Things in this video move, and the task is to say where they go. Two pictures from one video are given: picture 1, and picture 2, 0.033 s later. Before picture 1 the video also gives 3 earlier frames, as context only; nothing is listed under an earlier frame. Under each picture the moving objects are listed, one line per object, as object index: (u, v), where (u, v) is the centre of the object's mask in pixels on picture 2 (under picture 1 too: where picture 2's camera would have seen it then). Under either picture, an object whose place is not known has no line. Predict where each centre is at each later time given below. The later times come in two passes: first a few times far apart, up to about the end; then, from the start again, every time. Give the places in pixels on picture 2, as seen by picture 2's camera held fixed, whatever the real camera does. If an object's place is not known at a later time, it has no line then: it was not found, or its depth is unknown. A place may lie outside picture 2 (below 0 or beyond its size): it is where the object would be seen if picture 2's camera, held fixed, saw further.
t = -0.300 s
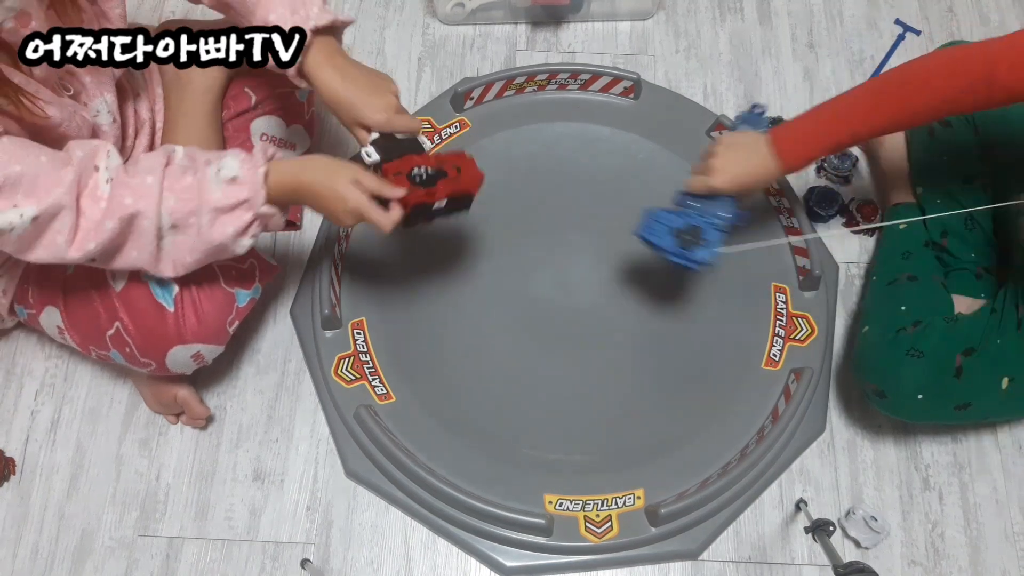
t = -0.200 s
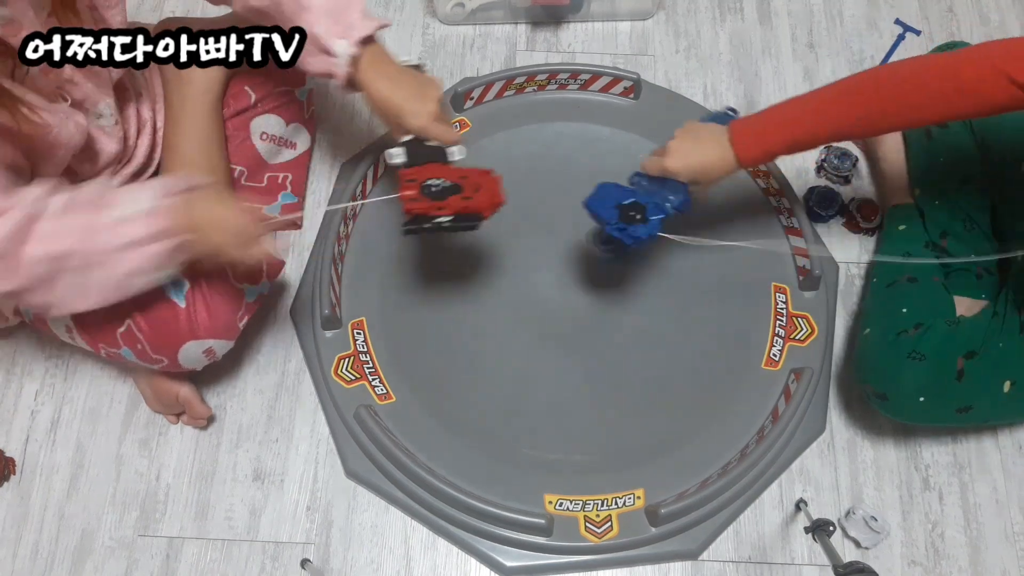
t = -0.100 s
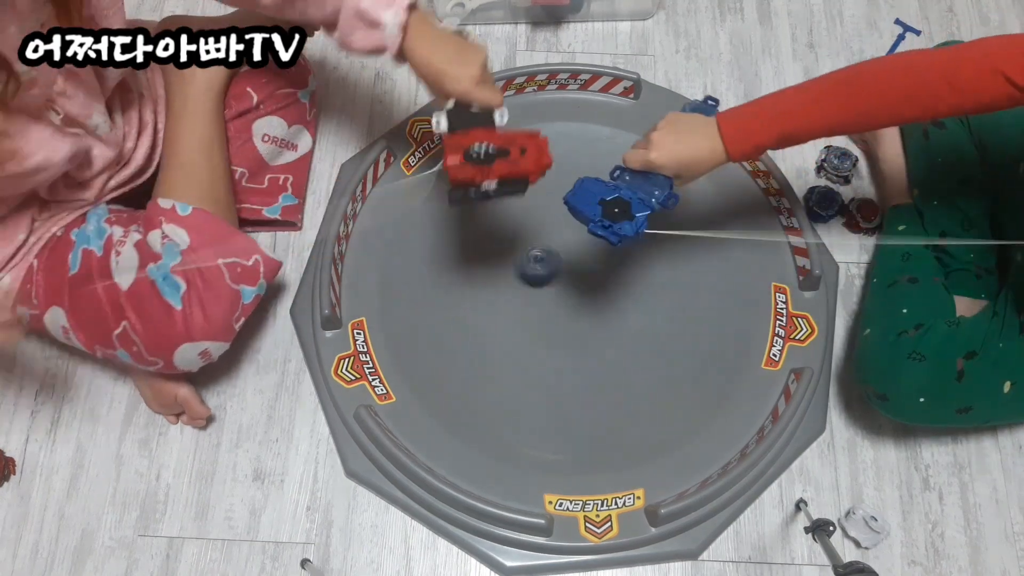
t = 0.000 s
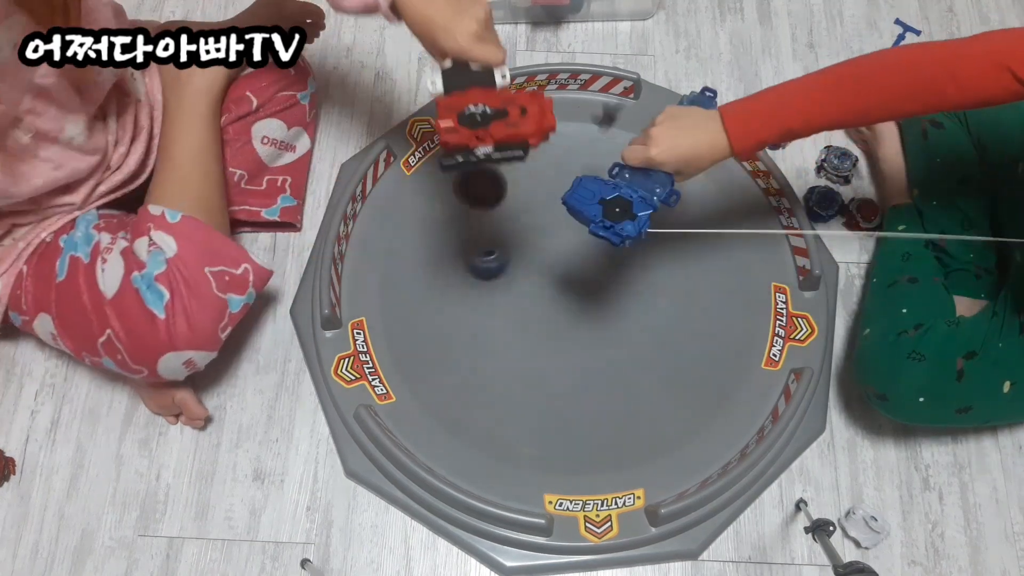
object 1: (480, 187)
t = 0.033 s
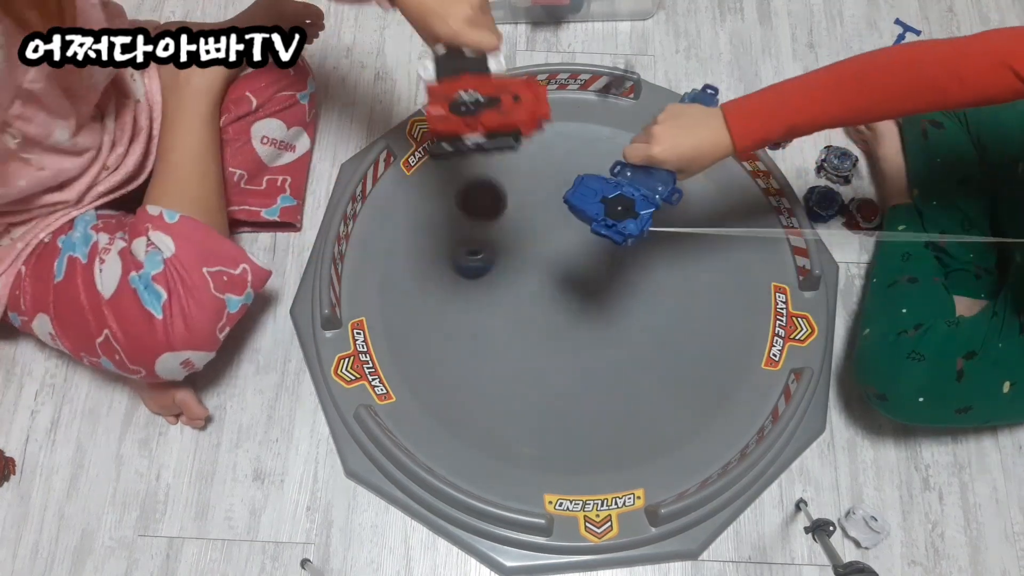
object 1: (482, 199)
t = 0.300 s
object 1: (520, 230)
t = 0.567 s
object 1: (594, 236)
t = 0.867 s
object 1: (630, 321)
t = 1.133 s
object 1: (627, 366)
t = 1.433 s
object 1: (590, 345)
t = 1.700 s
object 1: (586, 268)
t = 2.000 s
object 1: (652, 267)
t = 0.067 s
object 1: (482, 227)
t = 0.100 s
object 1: (484, 244)
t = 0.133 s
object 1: (487, 249)
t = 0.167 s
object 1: (493, 240)
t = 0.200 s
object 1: (500, 233)
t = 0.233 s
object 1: (506, 229)
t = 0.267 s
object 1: (513, 228)
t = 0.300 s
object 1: (520, 230)
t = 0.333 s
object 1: (530, 228)
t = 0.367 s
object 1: (540, 227)
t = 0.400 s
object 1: (550, 227)
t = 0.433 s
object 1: (559, 227)
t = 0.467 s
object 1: (567, 228)
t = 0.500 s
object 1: (575, 229)
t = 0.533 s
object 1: (585, 232)
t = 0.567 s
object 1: (594, 236)
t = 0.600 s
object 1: (602, 242)
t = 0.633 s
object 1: (609, 249)
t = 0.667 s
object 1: (616, 258)
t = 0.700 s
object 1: (621, 269)
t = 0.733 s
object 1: (624, 279)
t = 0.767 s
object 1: (628, 290)
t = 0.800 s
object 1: (630, 300)
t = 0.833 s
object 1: (630, 311)
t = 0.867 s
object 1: (630, 321)
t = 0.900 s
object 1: (629, 332)
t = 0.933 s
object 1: (631, 341)
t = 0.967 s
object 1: (633, 350)
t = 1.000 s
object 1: (636, 357)
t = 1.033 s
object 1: (638, 360)
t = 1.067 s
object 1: (638, 362)
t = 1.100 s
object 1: (634, 364)
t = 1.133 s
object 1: (627, 366)
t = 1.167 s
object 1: (618, 367)
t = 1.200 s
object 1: (608, 369)
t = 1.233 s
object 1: (600, 371)
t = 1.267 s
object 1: (594, 371)
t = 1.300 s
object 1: (590, 368)
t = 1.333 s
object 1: (587, 363)
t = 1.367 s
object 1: (586, 357)
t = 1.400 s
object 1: (588, 352)
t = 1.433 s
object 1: (590, 345)
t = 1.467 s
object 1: (590, 335)
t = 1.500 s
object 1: (591, 324)
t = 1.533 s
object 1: (590, 311)
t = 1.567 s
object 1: (587, 299)
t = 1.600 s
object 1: (585, 289)
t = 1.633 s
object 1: (584, 281)
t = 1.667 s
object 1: (584, 274)
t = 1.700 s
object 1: (586, 268)
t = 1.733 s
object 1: (589, 265)
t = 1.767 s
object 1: (595, 263)
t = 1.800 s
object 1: (602, 263)
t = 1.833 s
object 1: (611, 264)
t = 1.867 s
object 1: (621, 264)
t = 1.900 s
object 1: (631, 263)
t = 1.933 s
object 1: (640, 263)
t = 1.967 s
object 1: (647, 266)
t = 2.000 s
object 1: (652, 267)
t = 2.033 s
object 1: (656, 270)
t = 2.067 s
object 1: (657, 275)
